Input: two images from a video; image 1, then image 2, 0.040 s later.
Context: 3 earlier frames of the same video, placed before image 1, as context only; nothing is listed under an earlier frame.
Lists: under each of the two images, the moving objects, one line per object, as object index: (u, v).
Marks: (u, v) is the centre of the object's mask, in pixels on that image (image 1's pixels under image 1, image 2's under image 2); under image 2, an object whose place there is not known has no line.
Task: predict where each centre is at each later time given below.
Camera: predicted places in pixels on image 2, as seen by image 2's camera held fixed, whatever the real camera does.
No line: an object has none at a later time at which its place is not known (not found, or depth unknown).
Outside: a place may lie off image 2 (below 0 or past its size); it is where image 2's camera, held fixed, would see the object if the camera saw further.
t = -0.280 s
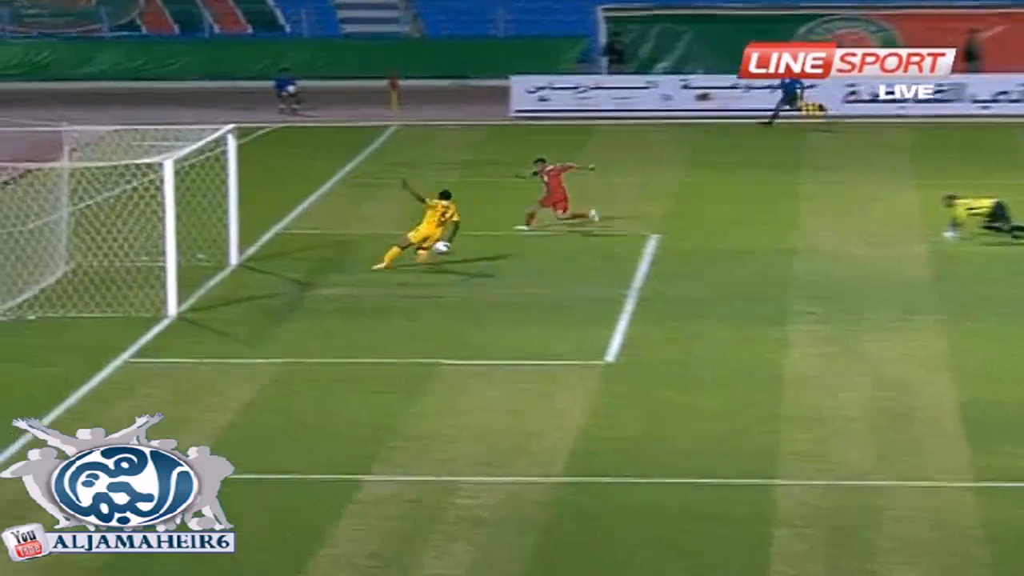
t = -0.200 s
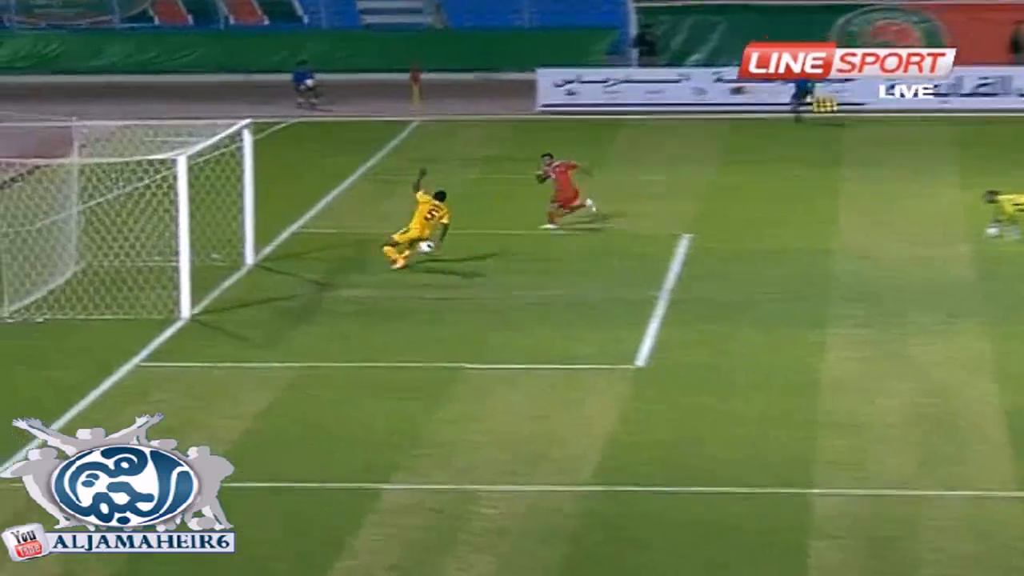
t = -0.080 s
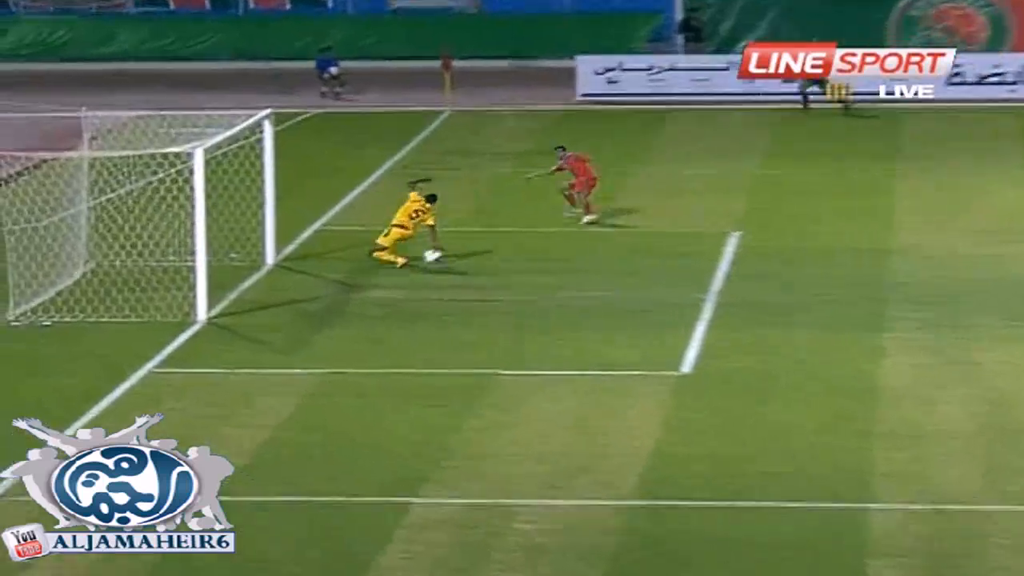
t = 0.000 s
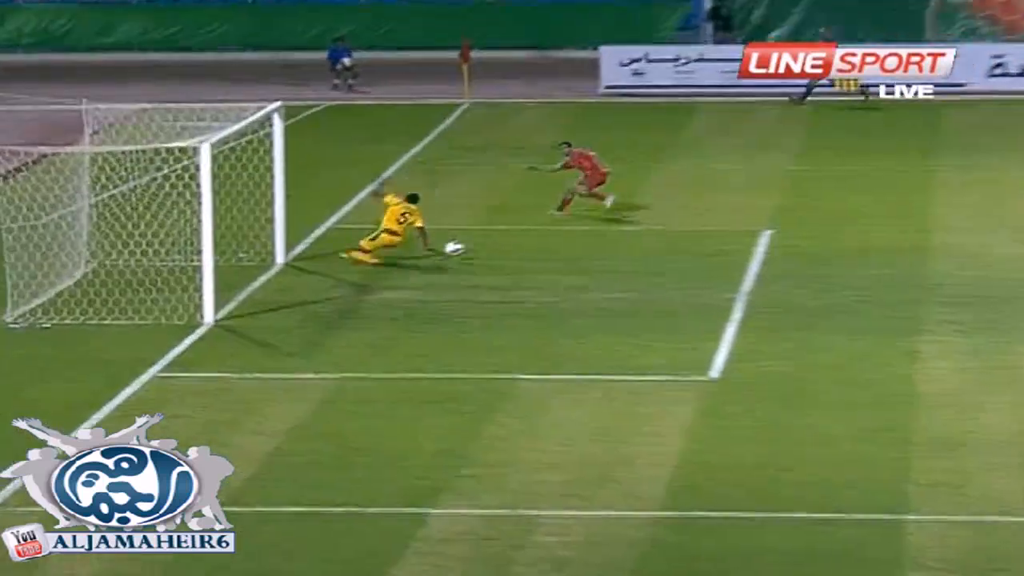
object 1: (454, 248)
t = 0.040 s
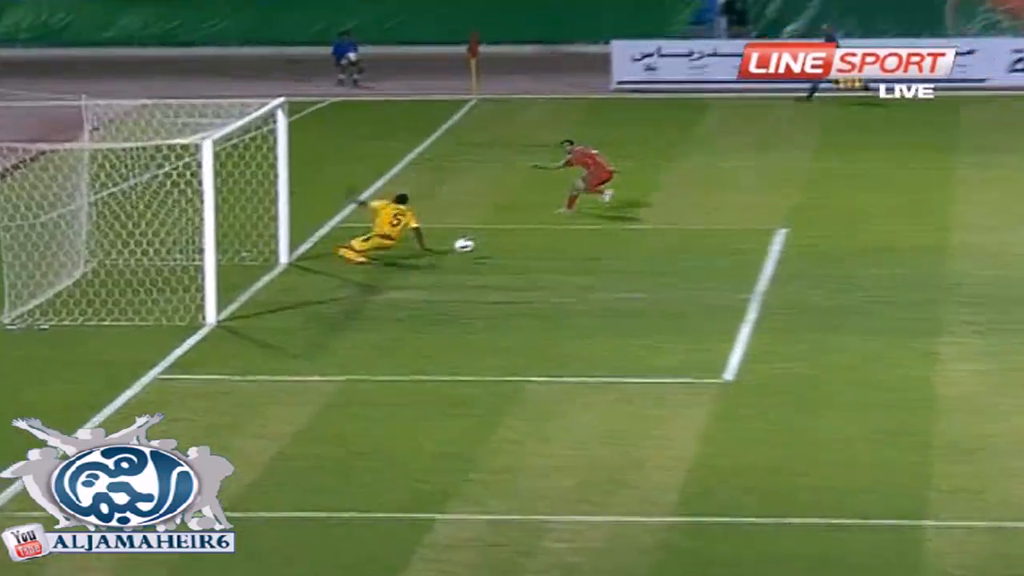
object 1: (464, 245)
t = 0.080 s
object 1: (468, 244)
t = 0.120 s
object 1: (472, 243)
